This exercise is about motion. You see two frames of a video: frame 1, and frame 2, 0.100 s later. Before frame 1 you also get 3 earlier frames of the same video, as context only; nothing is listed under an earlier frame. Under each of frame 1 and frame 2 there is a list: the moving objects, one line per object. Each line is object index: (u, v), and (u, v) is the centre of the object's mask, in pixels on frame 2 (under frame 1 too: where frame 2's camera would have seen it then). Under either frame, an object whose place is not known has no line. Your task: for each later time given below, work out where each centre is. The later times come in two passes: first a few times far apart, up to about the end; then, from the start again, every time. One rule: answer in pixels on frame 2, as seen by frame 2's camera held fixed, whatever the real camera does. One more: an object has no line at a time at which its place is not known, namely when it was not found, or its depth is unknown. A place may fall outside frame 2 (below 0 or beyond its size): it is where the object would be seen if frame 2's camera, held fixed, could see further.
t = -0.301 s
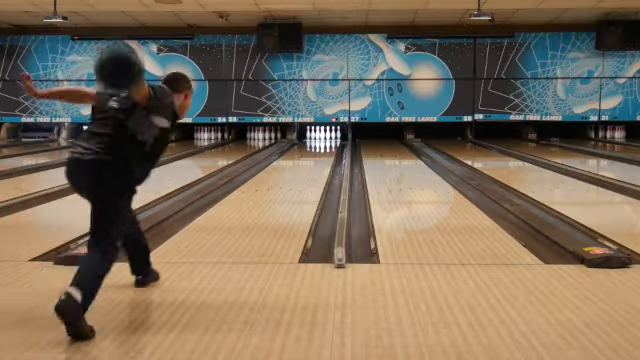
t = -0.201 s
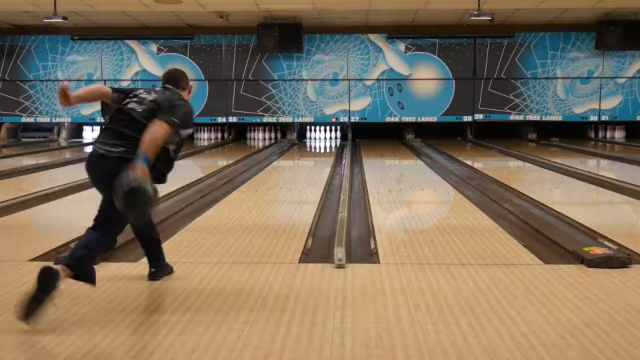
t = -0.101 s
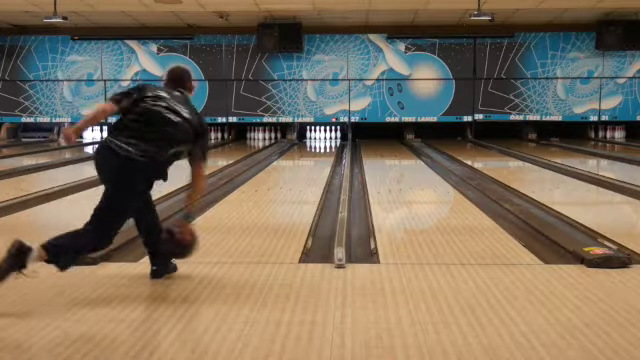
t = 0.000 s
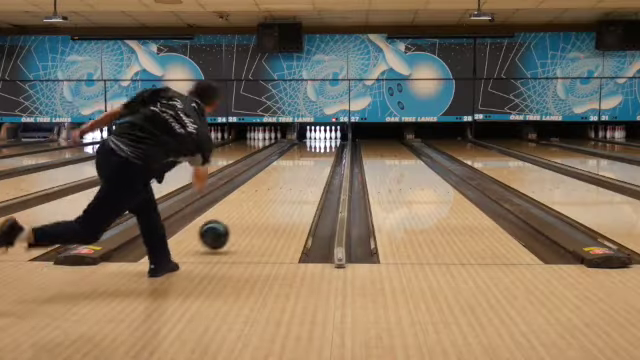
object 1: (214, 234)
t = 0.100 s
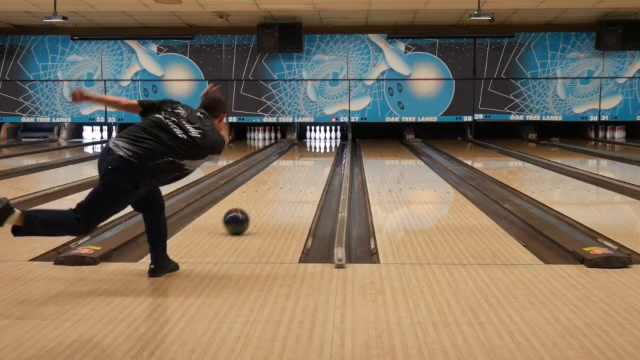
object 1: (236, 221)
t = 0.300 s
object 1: (267, 198)
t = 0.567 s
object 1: (292, 178)
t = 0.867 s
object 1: (310, 165)
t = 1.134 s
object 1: (320, 156)
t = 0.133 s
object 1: (242, 216)
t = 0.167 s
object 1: (248, 212)
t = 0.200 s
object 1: (253, 208)
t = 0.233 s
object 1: (258, 205)
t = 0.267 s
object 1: (262, 201)
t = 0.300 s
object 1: (267, 198)
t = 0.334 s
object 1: (271, 195)
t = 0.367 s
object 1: (274, 192)
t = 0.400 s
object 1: (278, 189)
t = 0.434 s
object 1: (281, 187)
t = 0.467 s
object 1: (284, 184)
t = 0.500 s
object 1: (287, 182)
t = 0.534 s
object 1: (290, 180)
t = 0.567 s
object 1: (292, 178)
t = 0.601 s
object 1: (295, 176)
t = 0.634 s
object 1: (297, 175)
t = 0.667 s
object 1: (299, 173)
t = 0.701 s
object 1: (302, 172)
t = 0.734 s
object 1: (303, 170)
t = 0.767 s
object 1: (305, 169)
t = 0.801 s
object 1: (307, 167)
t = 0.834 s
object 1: (309, 166)
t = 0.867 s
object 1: (310, 165)
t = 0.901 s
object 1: (312, 163)
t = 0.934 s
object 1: (313, 162)
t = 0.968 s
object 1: (315, 161)
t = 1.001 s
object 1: (316, 159)
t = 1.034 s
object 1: (317, 158)
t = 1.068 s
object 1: (318, 158)
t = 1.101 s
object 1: (319, 157)
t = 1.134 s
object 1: (320, 156)
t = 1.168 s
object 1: (322, 155)
